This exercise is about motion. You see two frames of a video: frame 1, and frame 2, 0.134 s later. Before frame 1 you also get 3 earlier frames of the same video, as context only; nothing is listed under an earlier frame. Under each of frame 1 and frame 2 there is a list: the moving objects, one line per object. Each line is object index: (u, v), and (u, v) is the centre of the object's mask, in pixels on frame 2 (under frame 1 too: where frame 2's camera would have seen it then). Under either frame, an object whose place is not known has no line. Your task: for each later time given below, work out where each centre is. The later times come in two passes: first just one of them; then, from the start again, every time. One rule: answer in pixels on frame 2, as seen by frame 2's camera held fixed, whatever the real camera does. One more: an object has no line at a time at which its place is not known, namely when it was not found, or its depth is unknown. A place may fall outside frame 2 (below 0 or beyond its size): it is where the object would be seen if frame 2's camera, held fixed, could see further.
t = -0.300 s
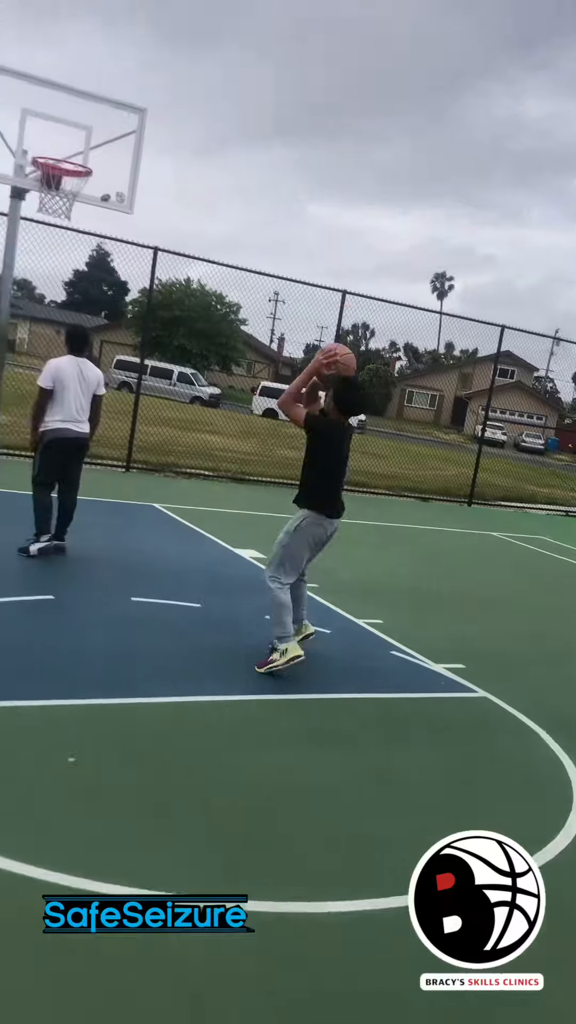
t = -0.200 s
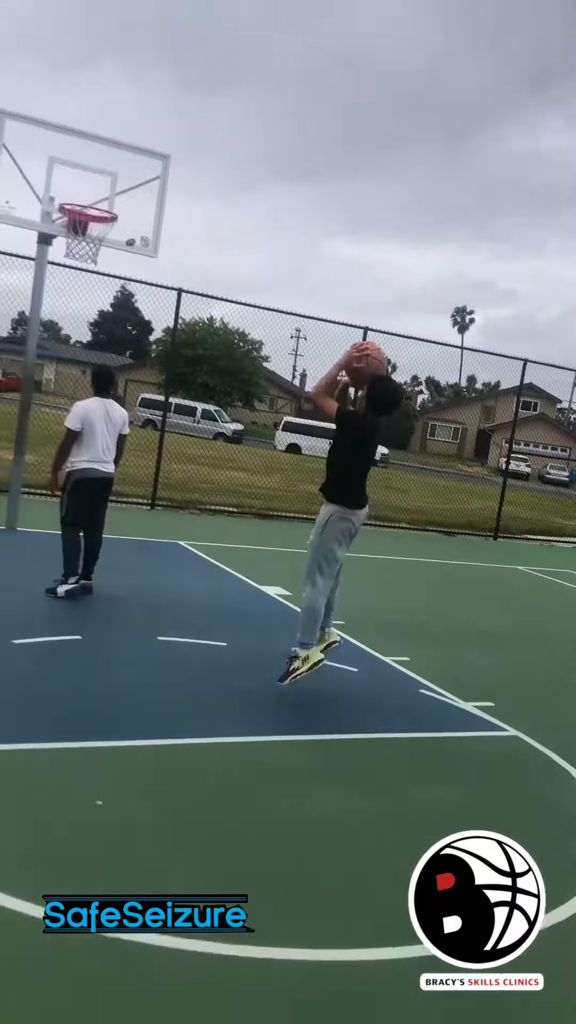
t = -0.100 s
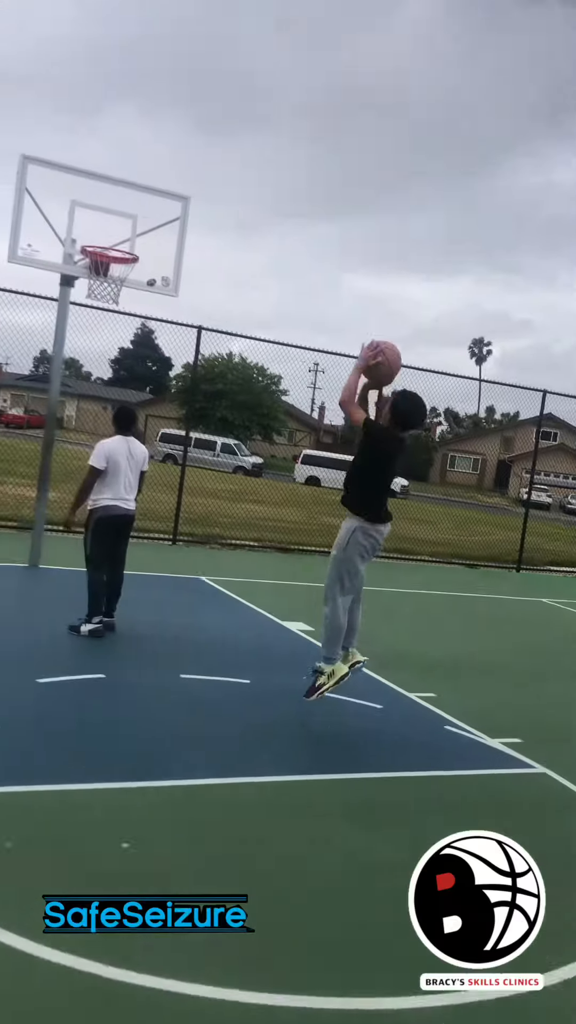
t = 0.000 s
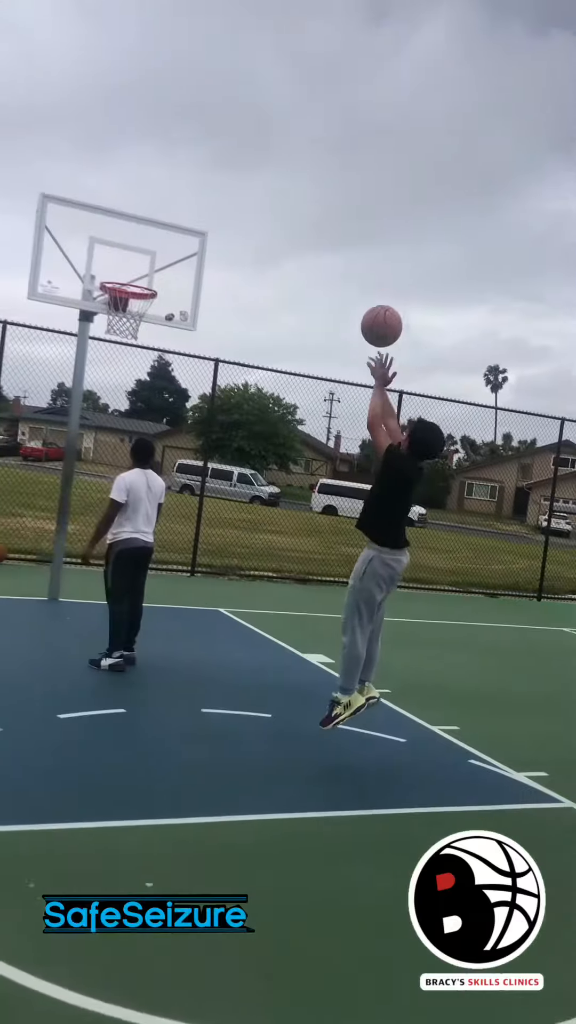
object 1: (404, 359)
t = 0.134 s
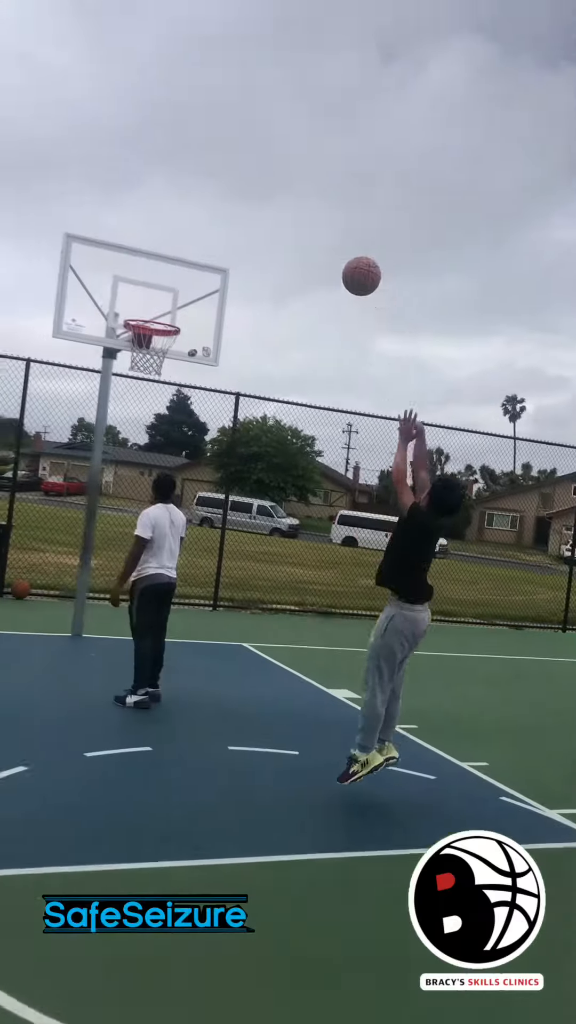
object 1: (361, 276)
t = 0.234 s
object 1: (333, 238)
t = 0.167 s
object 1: (352, 261)
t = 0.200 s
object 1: (342, 249)
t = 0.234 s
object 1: (333, 238)
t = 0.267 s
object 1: (324, 229)
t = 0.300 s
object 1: (315, 222)
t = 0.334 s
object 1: (306, 217)
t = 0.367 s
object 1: (297, 213)
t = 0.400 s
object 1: (287, 211)
